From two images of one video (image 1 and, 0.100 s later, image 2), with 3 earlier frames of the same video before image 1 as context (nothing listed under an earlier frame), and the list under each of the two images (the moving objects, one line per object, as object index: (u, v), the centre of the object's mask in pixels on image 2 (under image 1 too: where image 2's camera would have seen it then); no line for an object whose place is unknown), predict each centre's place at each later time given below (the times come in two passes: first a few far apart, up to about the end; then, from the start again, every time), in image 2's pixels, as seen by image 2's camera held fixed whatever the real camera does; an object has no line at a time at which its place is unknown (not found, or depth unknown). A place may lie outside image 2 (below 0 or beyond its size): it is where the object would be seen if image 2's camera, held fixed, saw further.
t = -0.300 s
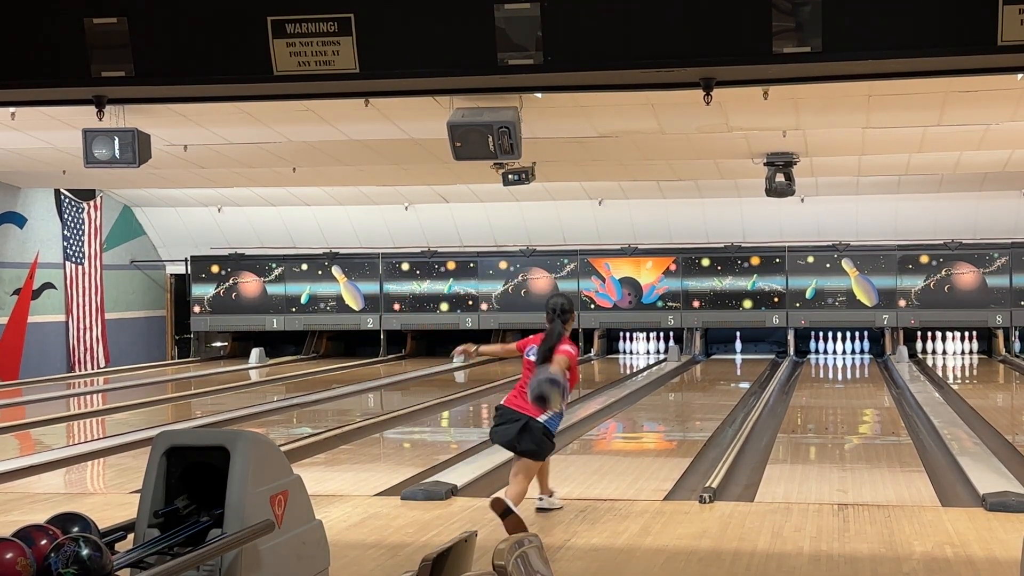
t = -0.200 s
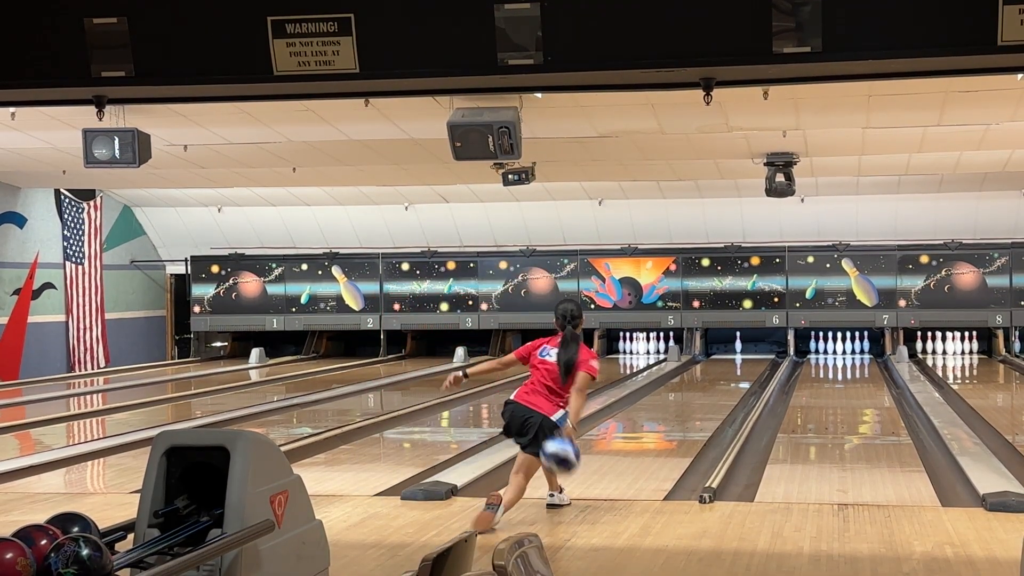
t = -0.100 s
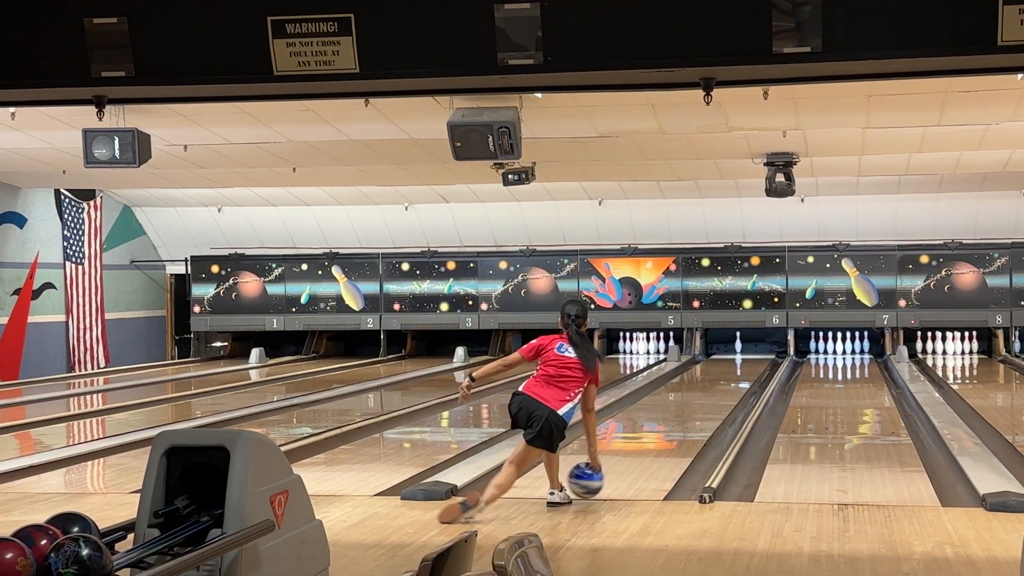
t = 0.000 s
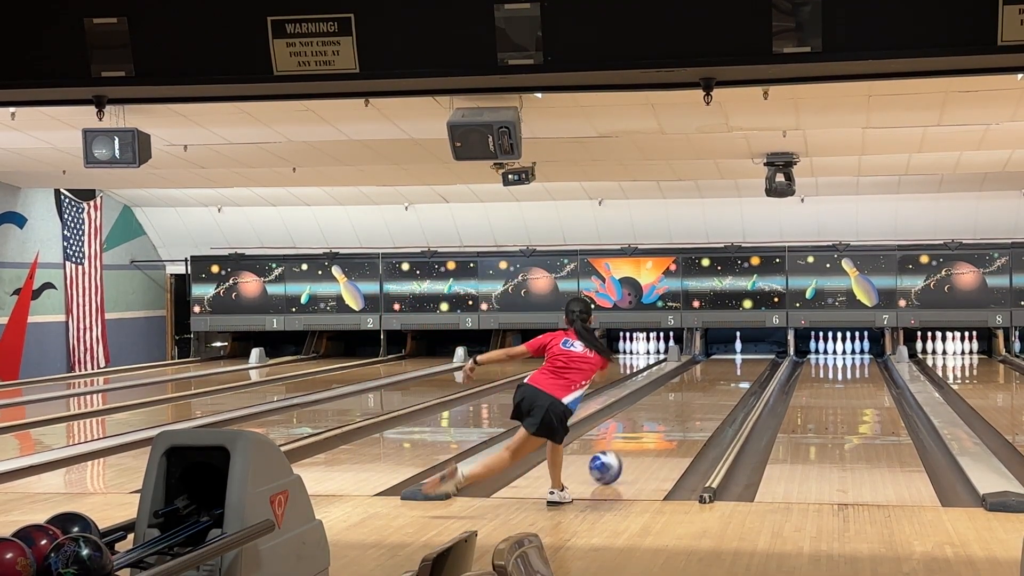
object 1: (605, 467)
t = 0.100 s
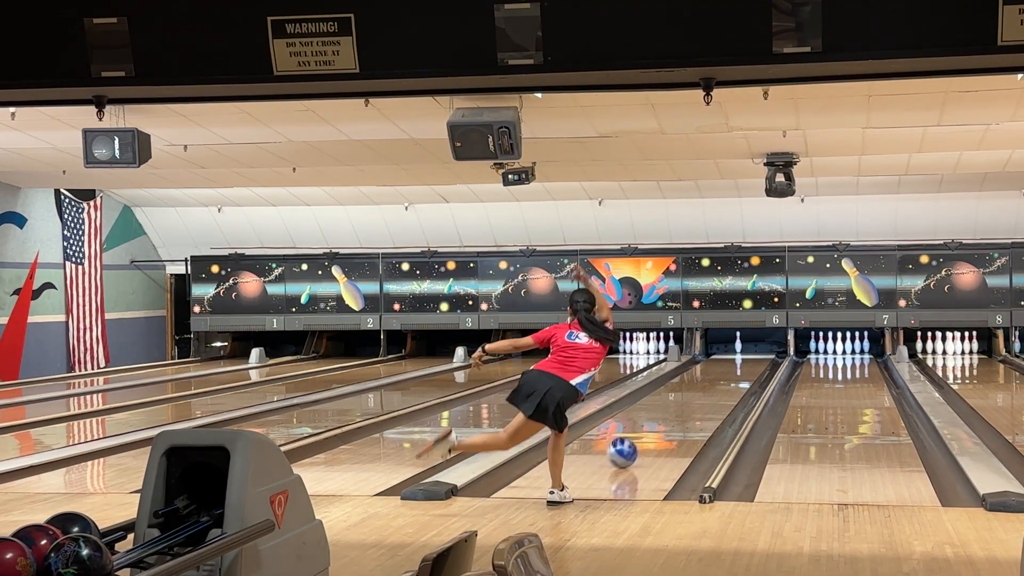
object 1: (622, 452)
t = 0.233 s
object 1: (640, 435)
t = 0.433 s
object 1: (662, 416)
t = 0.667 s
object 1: (681, 400)
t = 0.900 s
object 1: (696, 386)
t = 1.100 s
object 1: (706, 377)
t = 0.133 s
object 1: (627, 448)
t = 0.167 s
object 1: (632, 443)
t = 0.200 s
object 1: (636, 439)
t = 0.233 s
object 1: (640, 435)
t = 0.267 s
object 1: (645, 432)
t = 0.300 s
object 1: (649, 428)
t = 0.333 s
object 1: (652, 424)
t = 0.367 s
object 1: (655, 421)
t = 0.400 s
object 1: (659, 419)
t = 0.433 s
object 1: (662, 416)
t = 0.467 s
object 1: (665, 413)
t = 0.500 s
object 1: (668, 411)
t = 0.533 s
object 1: (672, 408)
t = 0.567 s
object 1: (674, 406)
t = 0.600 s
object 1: (676, 404)
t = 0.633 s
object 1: (679, 402)
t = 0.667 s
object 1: (681, 400)
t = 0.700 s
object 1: (683, 398)
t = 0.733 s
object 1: (686, 396)
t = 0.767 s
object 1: (689, 394)
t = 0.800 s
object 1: (690, 392)
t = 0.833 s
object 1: (692, 390)
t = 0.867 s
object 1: (695, 388)
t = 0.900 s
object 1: (696, 386)
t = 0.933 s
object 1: (698, 384)
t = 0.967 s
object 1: (700, 383)
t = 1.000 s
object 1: (702, 381)
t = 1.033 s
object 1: (704, 380)
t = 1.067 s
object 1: (704, 378)
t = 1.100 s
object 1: (706, 377)
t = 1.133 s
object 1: (708, 376)
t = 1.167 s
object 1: (709, 374)
